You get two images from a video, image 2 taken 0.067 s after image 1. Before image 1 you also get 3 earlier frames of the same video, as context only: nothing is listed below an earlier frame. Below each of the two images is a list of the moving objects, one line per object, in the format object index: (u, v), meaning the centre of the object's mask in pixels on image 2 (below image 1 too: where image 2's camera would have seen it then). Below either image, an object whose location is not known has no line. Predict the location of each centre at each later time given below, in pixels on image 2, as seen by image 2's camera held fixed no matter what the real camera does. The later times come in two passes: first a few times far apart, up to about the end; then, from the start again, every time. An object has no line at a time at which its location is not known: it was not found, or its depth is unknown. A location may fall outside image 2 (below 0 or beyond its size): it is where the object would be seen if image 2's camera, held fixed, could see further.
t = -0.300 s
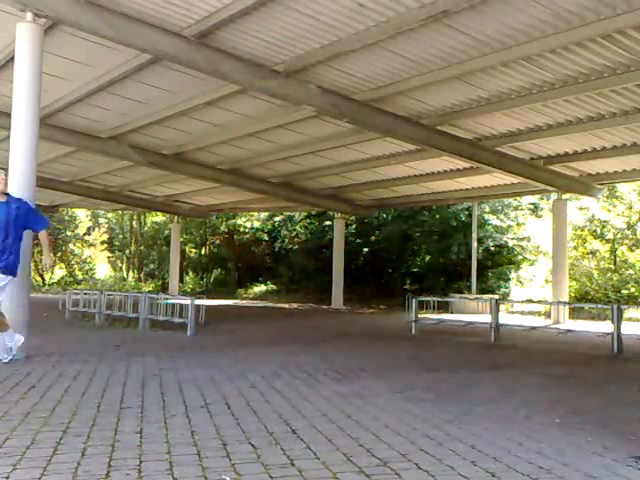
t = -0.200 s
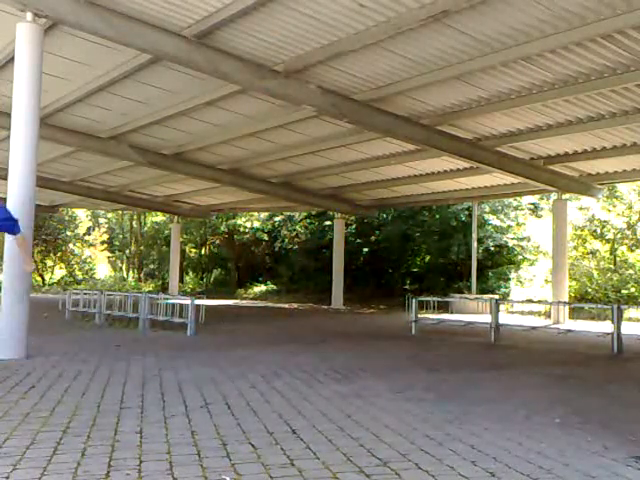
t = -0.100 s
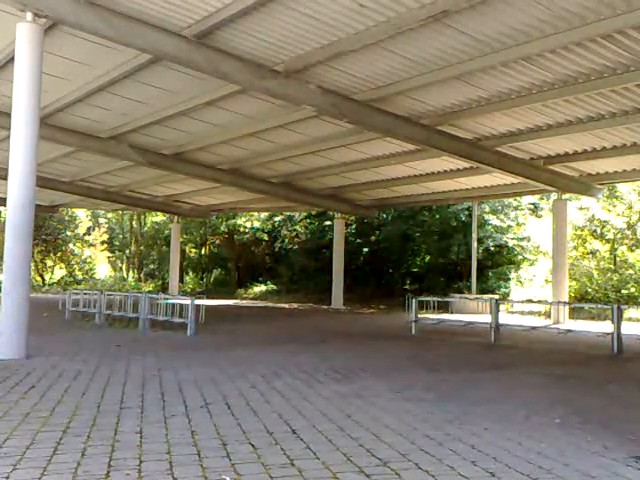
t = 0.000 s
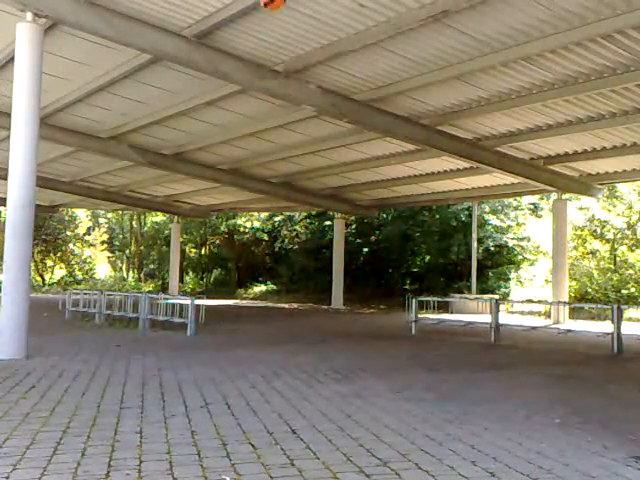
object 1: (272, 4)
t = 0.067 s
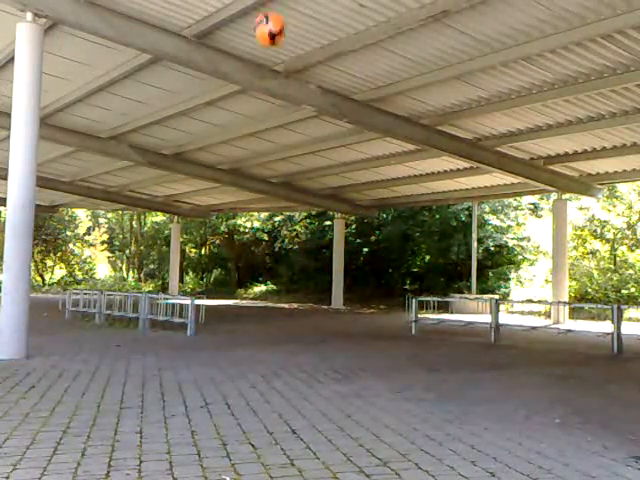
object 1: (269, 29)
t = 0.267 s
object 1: (258, 192)
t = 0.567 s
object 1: (249, 260)
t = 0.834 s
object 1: (252, 63)
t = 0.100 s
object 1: (268, 51)
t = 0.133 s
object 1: (266, 74)
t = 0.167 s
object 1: (264, 100)
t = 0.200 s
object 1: (262, 129)
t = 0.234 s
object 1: (260, 160)
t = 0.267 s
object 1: (258, 192)
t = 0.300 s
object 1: (257, 230)
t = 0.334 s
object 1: (253, 268)
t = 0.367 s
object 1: (251, 312)
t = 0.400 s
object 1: (248, 360)
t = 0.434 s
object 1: (247, 390)
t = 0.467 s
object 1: (248, 355)
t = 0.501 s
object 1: (248, 322)
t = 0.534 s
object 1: (248, 291)
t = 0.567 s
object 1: (249, 260)
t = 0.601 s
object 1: (250, 232)
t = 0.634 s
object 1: (251, 204)
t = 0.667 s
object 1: (251, 177)
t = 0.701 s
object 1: (251, 152)
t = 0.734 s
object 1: (251, 128)
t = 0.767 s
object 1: (252, 105)
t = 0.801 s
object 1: (252, 83)
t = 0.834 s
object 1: (252, 63)
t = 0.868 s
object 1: (252, 45)
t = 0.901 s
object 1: (252, 28)
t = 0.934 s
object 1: (252, 15)
